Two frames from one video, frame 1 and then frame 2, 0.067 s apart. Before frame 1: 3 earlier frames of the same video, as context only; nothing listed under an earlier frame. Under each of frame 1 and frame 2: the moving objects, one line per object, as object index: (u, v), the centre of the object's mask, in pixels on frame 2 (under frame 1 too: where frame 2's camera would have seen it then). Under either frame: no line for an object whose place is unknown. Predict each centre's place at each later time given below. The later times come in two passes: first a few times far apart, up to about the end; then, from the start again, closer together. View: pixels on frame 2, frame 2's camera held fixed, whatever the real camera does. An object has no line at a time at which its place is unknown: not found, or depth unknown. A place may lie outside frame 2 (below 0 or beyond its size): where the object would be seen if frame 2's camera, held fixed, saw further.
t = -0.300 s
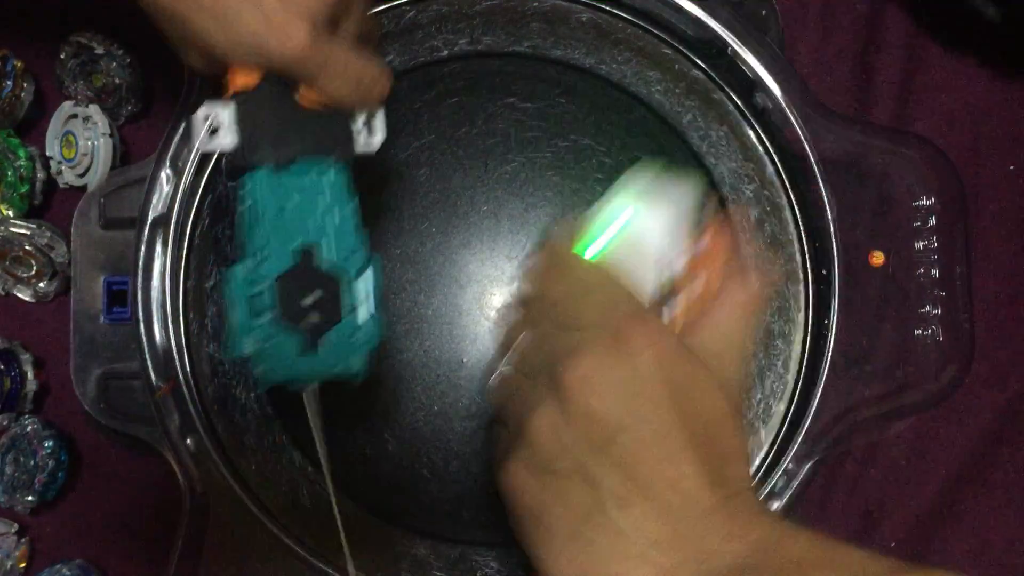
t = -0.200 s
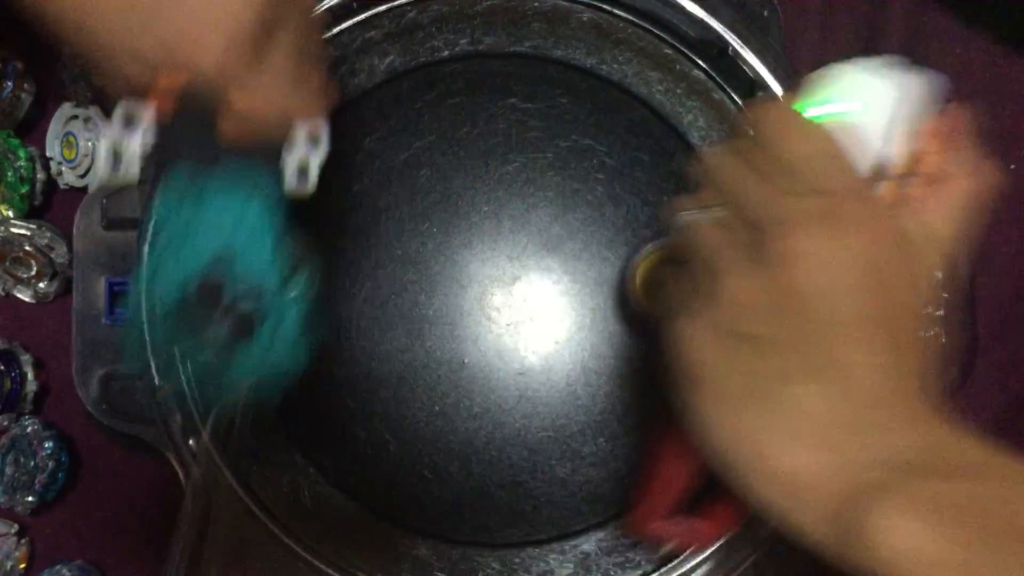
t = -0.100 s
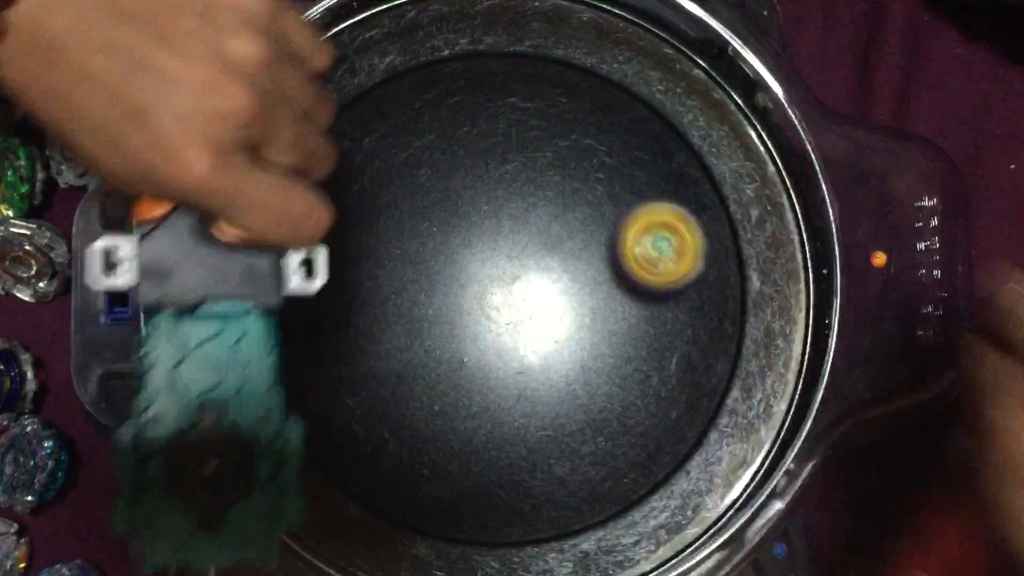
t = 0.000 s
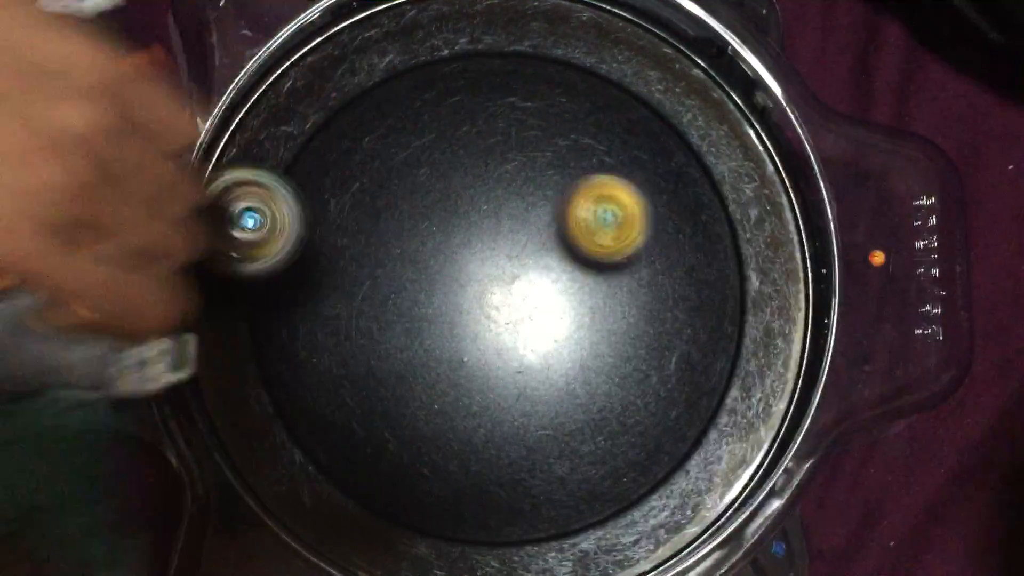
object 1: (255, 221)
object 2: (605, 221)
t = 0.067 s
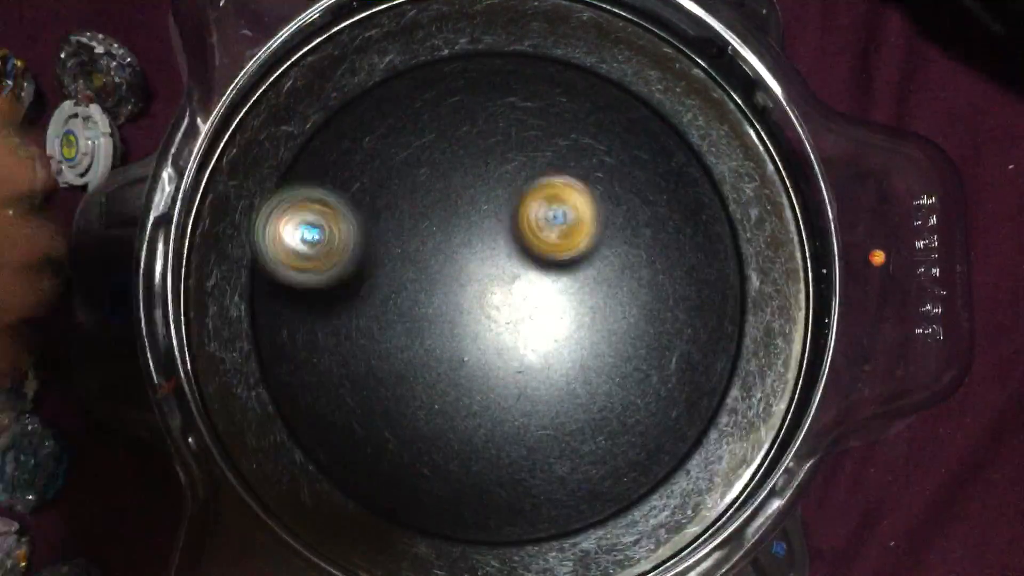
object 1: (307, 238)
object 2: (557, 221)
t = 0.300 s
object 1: (301, 267)
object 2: (598, 378)
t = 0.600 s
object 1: (626, 207)
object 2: (629, 360)
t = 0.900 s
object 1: (297, 114)
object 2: (424, 254)
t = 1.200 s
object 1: (370, 393)
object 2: (636, 445)
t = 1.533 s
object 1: (396, 272)
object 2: (398, 131)
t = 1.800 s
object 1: (286, 300)
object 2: (469, 220)
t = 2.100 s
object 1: (449, 232)
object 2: (593, 337)
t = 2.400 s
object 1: (328, 211)
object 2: (706, 239)
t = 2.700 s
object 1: (607, 187)
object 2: (275, 229)
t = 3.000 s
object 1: (434, 173)
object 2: (514, 400)
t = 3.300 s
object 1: (654, 339)
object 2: (756, 304)
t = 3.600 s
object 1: (561, 316)
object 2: (687, 266)
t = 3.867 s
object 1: (560, 444)
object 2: (565, 284)
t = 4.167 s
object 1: (469, 322)
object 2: (559, 287)
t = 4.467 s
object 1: (425, 416)
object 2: (559, 287)
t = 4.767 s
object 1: (443, 242)
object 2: (559, 287)
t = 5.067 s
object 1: (373, 304)
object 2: (559, 287)
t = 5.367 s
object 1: (498, 241)
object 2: (692, 291)
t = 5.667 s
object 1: (474, 306)
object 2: (644, 295)
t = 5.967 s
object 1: (538, 259)
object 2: (624, 295)
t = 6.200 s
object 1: (477, 262)
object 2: (624, 295)
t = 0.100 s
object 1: (340, 248)
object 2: (529, 227)
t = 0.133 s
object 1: (369, 258)
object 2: (505, 241)
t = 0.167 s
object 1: (397, 267)
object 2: (484, 251)
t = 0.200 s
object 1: (404, 274)
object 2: (482, 271)
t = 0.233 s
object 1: (369, 270)
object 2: (516, 306)
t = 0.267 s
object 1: (334, 268)
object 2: (562, 346)
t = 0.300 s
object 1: (301, 267)
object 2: (598, 378)
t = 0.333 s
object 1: (303, 281)
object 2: (633, 409)
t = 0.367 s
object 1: (314, 299)
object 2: (665, 433)
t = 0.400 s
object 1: (342, 320)
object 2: (686, 448)
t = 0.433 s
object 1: (379, 341)
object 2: (688, 444)
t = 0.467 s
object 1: (435, 351)
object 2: (683, 432)
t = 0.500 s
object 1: (488, 343)
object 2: (671, 419)
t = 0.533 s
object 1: (545, 315)
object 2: (660, 401)
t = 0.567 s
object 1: (592, 270)
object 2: (646, 378)
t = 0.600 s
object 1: (626, 207)
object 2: (629, 360)
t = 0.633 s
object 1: (636, 140)
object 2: (609, 338)
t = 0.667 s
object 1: (611, 83)
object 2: (589, 320)
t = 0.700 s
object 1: (554, 54)
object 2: (565, 301)
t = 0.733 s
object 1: (496, 41)
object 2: (542, 286)
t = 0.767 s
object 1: (451, 27)
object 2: (518, 275)
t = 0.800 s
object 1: (401, 29)
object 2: (492, 265)
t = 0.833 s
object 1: (353, 48)
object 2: (468, 260)
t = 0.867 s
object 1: (318, 78)
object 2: (445, 256)
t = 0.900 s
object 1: (297, 114)
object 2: (424, 254)
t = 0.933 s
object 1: (290, 160)
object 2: (407, 254)
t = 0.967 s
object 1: (291, 209)
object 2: (392, 256)
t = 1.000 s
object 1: (284, 251)
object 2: (400, 276)
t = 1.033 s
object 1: (281, 284)
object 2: (424, 304)
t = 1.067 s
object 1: (292, 321)
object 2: (446, 332)
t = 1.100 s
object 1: (320, 359)
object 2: (469, 358)
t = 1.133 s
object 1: (365, 387)
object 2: (490, 383)
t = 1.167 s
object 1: (388, 396)
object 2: (559, 415)
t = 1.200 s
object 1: (370, 393)
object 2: (636, 445)
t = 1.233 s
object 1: (358, 386)
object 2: (676, 483)
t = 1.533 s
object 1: (396, 272)
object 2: (398, 131)
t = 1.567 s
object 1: (382, 252)
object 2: (401, 128)
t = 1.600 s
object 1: (360, 239)
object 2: (406, 132)
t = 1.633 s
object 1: (340, 225)
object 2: (407, 143)
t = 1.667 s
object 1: (322, 220)
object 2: (423, 150)
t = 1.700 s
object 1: (295, 219)
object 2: (436, 165)
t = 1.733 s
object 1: (274, 227)
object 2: (448, 189)
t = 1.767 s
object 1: (280, 265)
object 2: (459, 205)
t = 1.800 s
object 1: (286, 300)
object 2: (469, 220)
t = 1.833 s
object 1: (292, 323)
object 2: (490, 233)
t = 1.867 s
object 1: (302, 335)
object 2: (514, 249)
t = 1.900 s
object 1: (316, 341)
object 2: (535, 269)
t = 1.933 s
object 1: (343, 340)
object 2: (556, 289)
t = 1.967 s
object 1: (370, 332)
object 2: (574, 308)
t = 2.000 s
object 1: (397, 317)
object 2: (590, 325)
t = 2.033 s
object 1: (421, 295)
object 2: (595, 335)
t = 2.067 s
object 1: (439, 267)
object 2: (594, 336)
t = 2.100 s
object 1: (449, 232)
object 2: (593, 337)
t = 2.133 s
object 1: (452, 200)
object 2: (585, 338)
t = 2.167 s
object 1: (446, 171)
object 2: (577, 338)
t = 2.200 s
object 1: (431, 144)
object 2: (567, 341)
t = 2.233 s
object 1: (412, 122)
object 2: (580, 335)
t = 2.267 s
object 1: (384, 109)
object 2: (615, 312)
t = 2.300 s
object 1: (357, 109)
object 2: (644, 294)
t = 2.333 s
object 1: (336, 143)
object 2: (671, 277)
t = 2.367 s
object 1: (326, 181)
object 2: (697, 253)
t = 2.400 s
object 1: (328, 211)
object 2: (706, 239)
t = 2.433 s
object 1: (342, 238)
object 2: (678, 234)
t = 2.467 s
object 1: (372, 264)
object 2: (641, 224)
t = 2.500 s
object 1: (405, 282)
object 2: (605, 216)
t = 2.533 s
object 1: (447, 290)
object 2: (558, 213)
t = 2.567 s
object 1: (488, 293)
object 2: (505, 209)
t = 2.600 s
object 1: (536, 269)
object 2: (446, 210)
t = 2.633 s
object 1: (568, 248)
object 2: (386, 212)
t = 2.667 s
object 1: (590, 220)
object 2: (325, 217)
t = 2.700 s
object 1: (607, 187)
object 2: (275, 229)
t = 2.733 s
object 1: (615, 149)
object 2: (243, 240)
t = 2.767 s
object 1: (613, 110)
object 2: (217, 261)
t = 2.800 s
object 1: (593, 82)
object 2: (217, 285)
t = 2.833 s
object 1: (553, 83)
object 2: (226, 311)
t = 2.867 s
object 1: (517, 82)
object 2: (268, 329)
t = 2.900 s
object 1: (487, 88)
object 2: (326, 349)
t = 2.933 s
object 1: (460, 106)
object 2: (395, 369)
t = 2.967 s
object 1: (442, 136)
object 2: (460, 381)
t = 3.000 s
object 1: (434, 173)
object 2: (514, 400)
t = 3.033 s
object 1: (438, 212)
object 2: (579, 397)
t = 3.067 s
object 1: (449, 248)
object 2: (632, 388)
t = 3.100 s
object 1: (476, 281)
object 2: (684, 383)
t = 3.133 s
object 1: (509, 306)
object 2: (734, 371)
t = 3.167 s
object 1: (533, 326)
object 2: (762, 362)
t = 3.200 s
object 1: (559, 341)
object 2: (770, 346)
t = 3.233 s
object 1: (589, 349)
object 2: (778, 334)
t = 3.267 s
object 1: (621, 350)
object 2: (772, 319)
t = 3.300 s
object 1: (654, 339)
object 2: (756, 304)
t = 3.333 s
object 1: (672, 331)
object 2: (752, 296)
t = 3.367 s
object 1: (676, 321)
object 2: (767, 287)
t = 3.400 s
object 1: (673, 308)
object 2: (770, 278)
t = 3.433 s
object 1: (664, 301)
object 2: (765, 271)
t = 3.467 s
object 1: (646, 294)
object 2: (755, 265)
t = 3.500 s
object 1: (622, 291)
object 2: (741, 263)
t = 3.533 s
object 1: (601, 292)
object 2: (725, 263)
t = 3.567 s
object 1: (580, 301)
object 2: (707, 265)
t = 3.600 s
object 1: (561, 316)
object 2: (687, 266)
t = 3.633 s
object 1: (541, 337)
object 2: (664, 269)
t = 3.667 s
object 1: (532, 357)
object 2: (644, 271)
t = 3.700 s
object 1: (525, 379)
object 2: (624, 273)
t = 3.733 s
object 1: (524, 400)
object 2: (608, 275)
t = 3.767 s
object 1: (529, 418)
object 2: (593, 277)
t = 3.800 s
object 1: (537, 433)
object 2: (581, 279)
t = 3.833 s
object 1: (547, 441)
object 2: (571, 281)
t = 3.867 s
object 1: (560, 444)
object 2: (565, 284)
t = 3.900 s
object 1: (574, 439)
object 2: (561, 286)
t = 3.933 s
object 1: (581, 424)
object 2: (559, 287)
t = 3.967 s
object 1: (582, 405)
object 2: (559, 287)
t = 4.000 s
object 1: (576, 387)
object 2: (559, 287)
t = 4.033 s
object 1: (566, 368)
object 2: (559, 285)
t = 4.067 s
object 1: (547, 353)
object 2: (561, 281)
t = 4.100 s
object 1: (523, 339)
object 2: (564, 281)
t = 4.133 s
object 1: (492, 326)
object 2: (562, 286)
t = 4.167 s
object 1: (469, 322)
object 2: (559, 287)
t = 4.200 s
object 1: (444, 326)
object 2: (559, 287)
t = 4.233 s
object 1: (424, 338)
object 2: (559, 287)
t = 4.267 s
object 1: (407, 351)
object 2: (559, 287)
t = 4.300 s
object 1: (398, 371)
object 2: (559, 287)
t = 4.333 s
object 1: (394, 388)
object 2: (559, 287)
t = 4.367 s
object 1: (399, 401)
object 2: (559, 287)
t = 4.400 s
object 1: (407, 409)
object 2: (559, 287)
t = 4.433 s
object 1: (415, 413)
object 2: (559, 287)
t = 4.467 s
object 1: (425, 416)
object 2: (559, 287)
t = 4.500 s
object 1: (441, 411)
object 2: (559, 287)
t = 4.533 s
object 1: (454, 401)
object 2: (559, 287)
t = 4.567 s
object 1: (466, 384)
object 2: (559, 287)
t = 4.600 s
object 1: (474, 366)
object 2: (559, 287)
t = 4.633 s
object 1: (478, 342)
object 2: (559, 287)
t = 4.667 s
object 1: (477, 315)
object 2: (560, 287)
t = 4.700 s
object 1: (472, 289)
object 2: (561, 287)
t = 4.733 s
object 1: (461, 264)
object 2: (559, 287)
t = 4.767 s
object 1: (443, 242)
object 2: (559, 287)
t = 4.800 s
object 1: (425, 227)
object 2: (559, 287)
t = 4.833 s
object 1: (405, 221)
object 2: (559, 287)
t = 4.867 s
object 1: (383, 220)
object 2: (559, 287)
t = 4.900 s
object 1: (365, 225)
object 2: (559, 287)
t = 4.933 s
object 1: (351, 237)
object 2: (559, 287)
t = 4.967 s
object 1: (346, 251)
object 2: (559, 287)
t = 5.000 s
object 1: (347, 269)
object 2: (559, 287)
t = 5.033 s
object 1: (357, 289)
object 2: (559, 287)
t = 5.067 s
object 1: (373, 304)
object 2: (559, 287)
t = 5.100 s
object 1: (395, 313)
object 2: (559, 287)
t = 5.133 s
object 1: (423, 317)
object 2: (559, 287)
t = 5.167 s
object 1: (452, 314)
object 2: (559, 287)
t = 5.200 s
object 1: (475, 305)
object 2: (561, 287)
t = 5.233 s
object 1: (499, 289)
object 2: (569, 287)
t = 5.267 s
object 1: (510, 273)
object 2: (602, 285)
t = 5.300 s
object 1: (511, 260)
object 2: (639, 288)
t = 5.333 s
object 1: (506, 250)
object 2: (672, 290)
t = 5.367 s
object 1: (498, 241)
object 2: (692, 291)
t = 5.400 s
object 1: (487, 238)
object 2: (694, 292)
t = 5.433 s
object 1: (475, 237)
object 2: (691, 292)
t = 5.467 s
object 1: (460, 241)
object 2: (686, 293)
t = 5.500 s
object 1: (451, 249)
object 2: (680, 294)
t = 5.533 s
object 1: (446, 262)
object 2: (672, 295)
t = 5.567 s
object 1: (450, 275)
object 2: (664, 294)
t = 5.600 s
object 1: (458, 287)
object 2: (658, 295)
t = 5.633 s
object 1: (466, 299)
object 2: (650, 295)
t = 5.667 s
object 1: (474, 306)
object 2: (644, 295)
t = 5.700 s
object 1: (483, 309)
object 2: (638, 295)
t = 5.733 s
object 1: (497, 313)
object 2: (632, 295)
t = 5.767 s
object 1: (509, 313)
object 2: (628, 295)
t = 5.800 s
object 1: (520, 309)
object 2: (626, 295)
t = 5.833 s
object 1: (529, 301)
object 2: (625, 295)
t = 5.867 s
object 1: (536, 292)
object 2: (626, 295)
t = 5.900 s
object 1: (542, 281)
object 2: (626, 295)
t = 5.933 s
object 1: (541, 269)
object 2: (625, 296)
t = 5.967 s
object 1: (538, 259)
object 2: (624, 295)
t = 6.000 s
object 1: (535, 255)
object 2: (624, 295)
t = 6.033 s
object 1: (523, 250)
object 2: (624, 295)
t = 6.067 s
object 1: (515, 247)
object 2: (624, 295)
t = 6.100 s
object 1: (507, 246)
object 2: (624, 295)
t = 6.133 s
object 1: (494, 251)
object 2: (624, 295)
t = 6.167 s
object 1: (485, 253)
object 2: (624, 295)
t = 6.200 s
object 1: (477, 262)
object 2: (624, 295)
